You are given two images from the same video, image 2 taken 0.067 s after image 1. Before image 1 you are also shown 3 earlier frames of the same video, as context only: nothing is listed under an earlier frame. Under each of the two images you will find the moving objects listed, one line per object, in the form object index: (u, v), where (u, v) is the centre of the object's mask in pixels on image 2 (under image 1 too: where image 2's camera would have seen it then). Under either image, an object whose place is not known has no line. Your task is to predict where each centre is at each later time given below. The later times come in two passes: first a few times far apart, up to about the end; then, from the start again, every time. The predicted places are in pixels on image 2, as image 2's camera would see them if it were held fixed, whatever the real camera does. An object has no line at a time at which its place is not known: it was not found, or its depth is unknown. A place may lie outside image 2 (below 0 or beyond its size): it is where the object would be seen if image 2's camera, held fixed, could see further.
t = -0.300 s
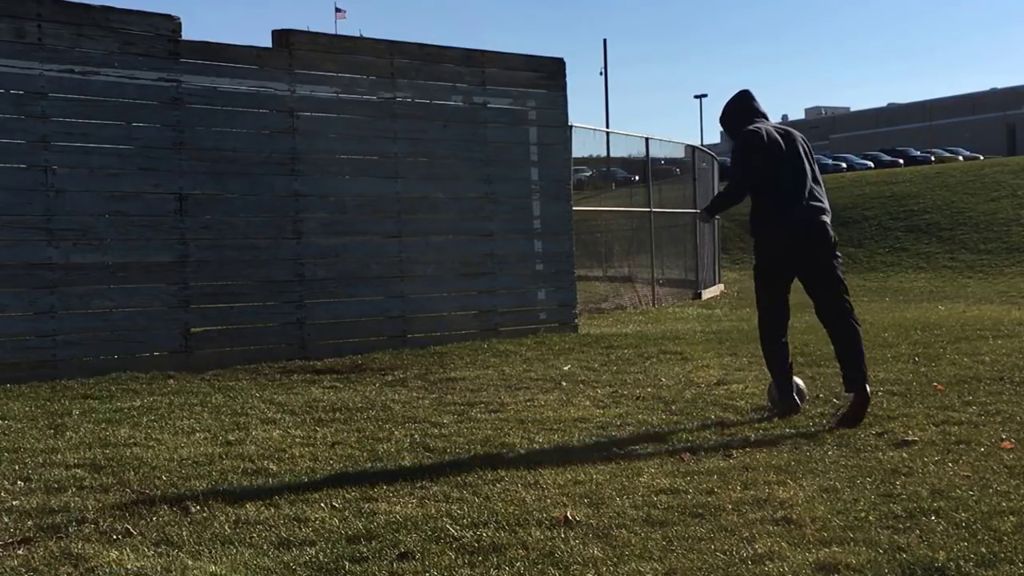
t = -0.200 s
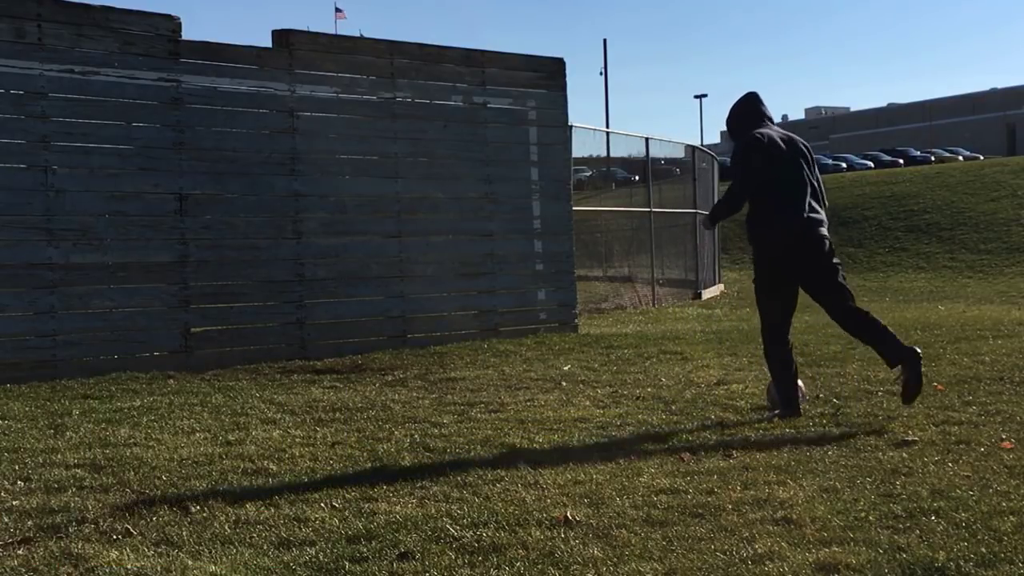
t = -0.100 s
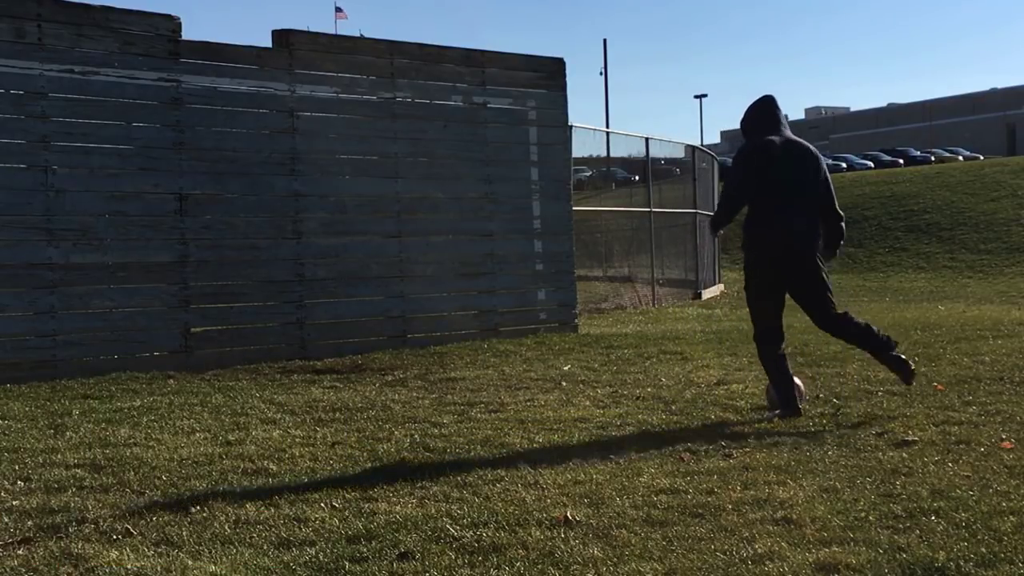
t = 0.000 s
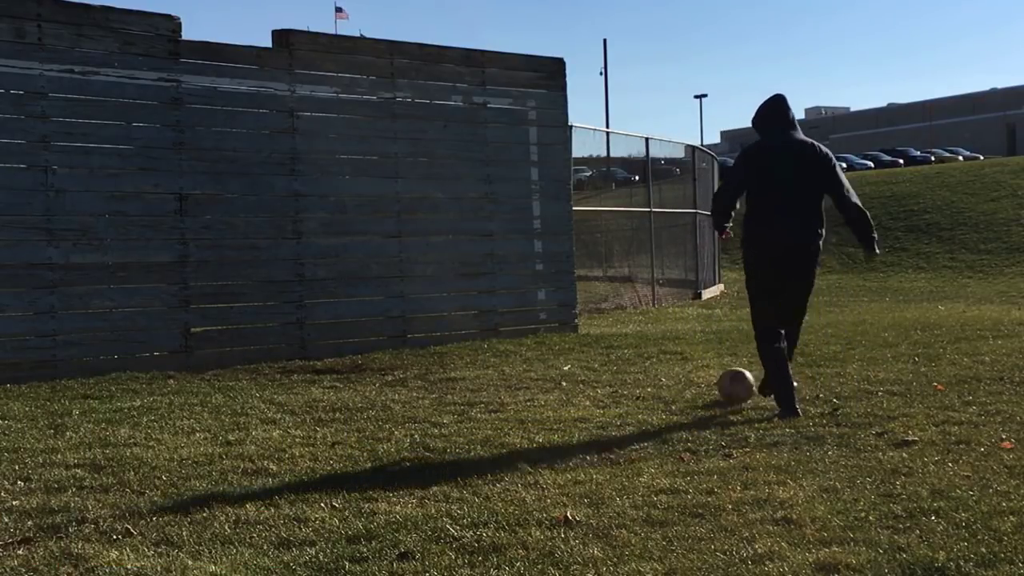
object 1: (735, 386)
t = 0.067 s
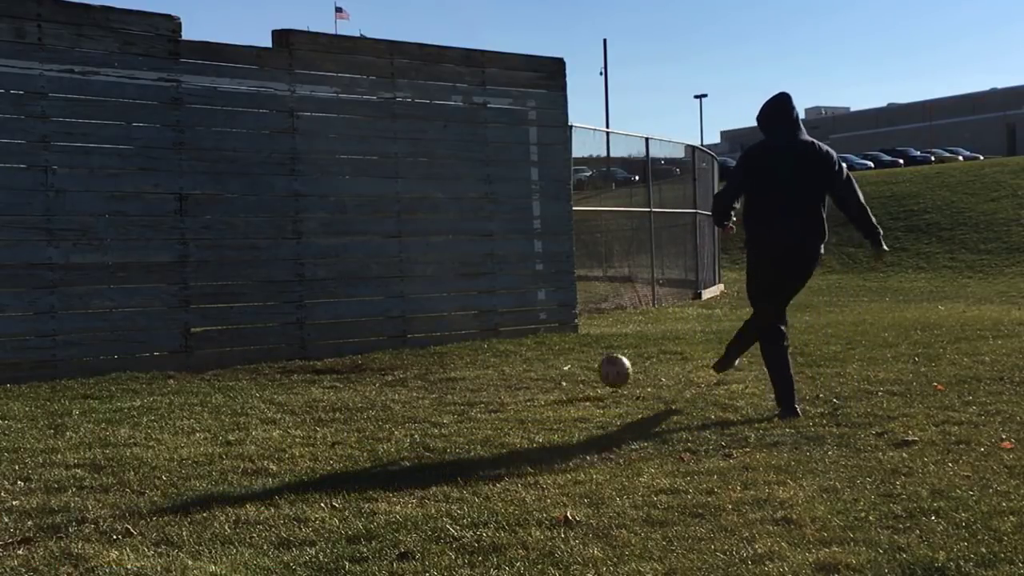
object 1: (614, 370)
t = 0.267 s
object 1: (343, 372)
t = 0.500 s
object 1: (241, 317)
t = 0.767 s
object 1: (385, 299)
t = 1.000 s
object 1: (548, 373)
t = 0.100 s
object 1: (561, 367)
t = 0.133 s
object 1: (511, 364)
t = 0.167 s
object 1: (464, 364)
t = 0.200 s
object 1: (420, 365)
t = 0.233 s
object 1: (380, 369)
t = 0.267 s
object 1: (343, 372)
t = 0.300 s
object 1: (307, 364)
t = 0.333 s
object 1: (277, 354)
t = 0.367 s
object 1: (247, 346)
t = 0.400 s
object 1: (214, 340)
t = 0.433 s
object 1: (209, 332)
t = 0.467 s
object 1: (225, 325)
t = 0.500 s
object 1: (241, 317)
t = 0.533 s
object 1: (256, 310)
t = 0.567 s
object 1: (273, 305)
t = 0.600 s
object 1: (291, 300)
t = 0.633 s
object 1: (308, 298)
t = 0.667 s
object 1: (328, 297)
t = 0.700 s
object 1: (345, 296)
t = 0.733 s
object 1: (364, 297)
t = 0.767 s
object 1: (385, 299)
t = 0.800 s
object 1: (407, 305)
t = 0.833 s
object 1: (428, 310)
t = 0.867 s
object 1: (450, 318)
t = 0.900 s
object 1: (472, 328)
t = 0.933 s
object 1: (496, 341)
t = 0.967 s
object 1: (522, 355)
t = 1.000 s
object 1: (548, 373)
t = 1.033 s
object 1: (574, 389)
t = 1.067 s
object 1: (595, 383)
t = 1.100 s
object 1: (615, 371)
